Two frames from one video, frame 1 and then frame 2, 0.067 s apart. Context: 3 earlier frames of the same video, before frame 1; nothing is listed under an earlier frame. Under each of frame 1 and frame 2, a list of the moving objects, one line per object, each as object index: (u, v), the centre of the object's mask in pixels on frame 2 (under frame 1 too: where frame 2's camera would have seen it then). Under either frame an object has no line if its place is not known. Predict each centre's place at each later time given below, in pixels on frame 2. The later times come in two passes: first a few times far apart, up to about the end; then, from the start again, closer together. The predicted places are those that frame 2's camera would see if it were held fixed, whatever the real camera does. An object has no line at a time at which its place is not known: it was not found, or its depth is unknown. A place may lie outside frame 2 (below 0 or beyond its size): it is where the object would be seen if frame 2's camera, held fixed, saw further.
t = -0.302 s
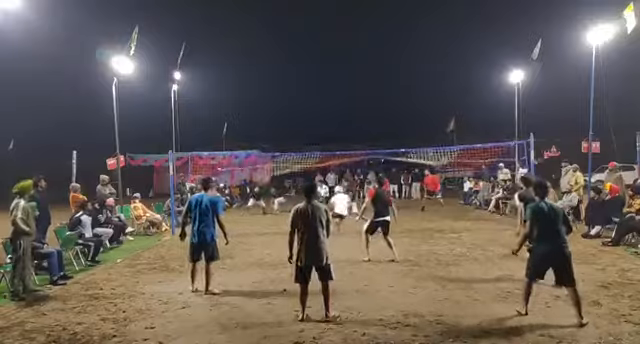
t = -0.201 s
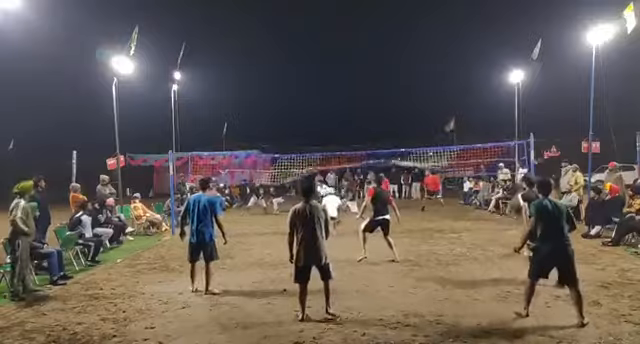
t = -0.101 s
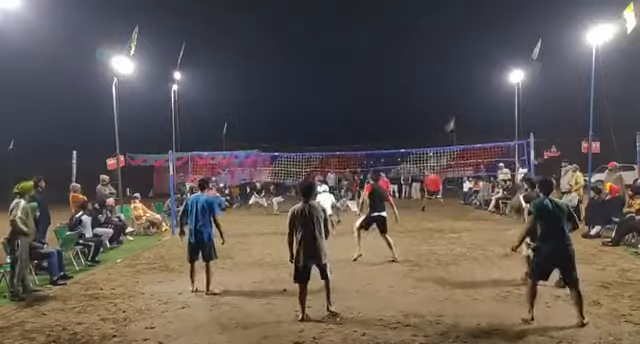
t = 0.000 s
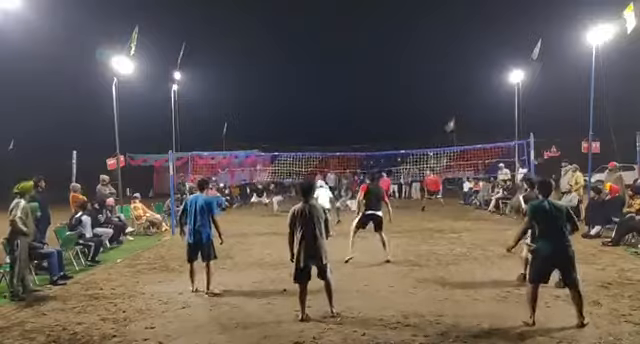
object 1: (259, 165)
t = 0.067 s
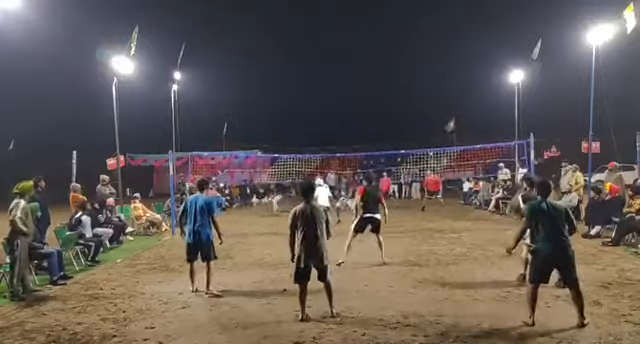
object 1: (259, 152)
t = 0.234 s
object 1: (260, 123)
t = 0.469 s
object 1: (262, 85)
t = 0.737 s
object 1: (265, 53)
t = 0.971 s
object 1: (270, 41)
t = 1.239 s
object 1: (279, 57)
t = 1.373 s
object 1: (286, 83)
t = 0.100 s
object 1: (259, 147)
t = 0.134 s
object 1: (260, 141)
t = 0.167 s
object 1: (260, 134)
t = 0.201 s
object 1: (260, 129)
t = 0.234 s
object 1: (260, 123)
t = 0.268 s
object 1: (261, 117)
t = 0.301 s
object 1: (260, 111)
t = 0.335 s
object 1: (261, 106)
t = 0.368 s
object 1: (261, 100)
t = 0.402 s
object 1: (261, 95)
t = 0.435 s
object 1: (261, 90)
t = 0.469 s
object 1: (262, 85)
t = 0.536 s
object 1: (263, 76)
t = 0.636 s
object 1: (264, 63)
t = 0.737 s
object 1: (265, 53)
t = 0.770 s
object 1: (266, 51)
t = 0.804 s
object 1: (267, 48)
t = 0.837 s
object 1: (267, 46)
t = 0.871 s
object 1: (268, 44)
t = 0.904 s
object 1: (269, 43)
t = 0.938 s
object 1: (269, 42)
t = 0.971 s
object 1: (270, 41)
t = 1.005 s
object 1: (271, 41)
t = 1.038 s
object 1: (272, 42)
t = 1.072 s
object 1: (273, 43)
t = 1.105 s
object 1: (274, 44)
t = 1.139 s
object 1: (275, 46)
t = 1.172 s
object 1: (276, 49)
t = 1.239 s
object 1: (279, 57)
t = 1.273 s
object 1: (281, 62)
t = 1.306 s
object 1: (282, 68)
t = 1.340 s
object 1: (284, 75)
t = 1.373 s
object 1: (286, 83)
